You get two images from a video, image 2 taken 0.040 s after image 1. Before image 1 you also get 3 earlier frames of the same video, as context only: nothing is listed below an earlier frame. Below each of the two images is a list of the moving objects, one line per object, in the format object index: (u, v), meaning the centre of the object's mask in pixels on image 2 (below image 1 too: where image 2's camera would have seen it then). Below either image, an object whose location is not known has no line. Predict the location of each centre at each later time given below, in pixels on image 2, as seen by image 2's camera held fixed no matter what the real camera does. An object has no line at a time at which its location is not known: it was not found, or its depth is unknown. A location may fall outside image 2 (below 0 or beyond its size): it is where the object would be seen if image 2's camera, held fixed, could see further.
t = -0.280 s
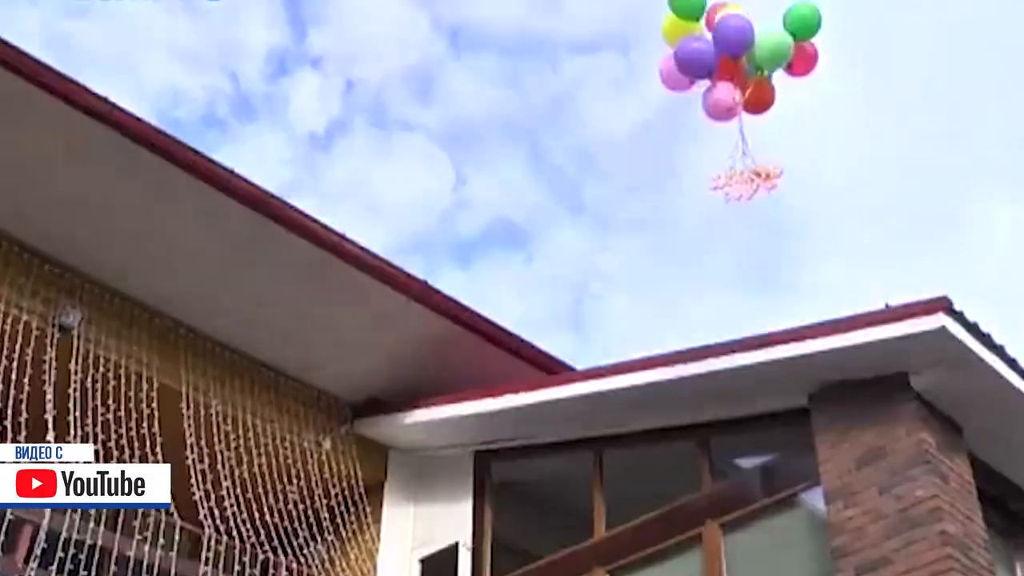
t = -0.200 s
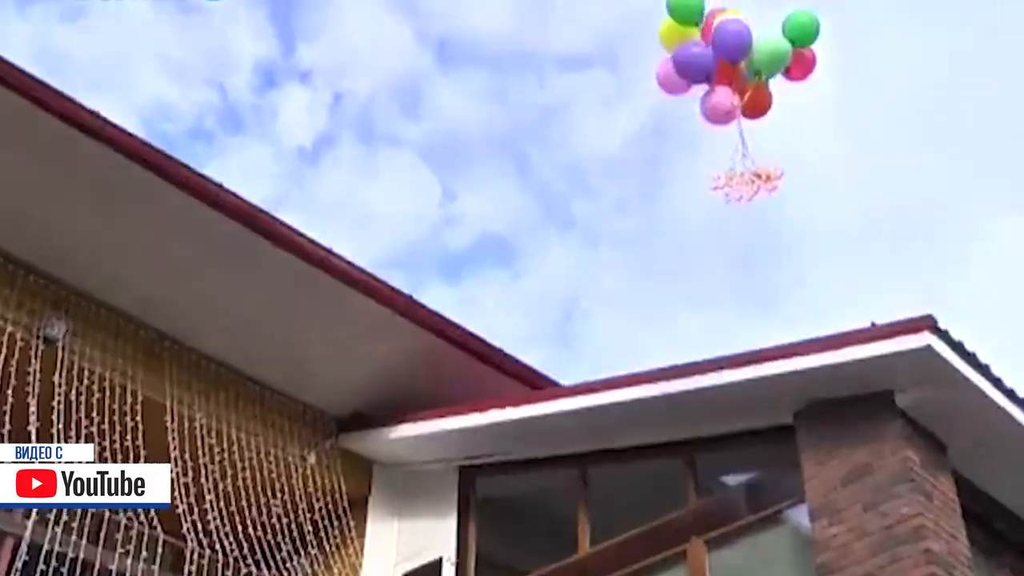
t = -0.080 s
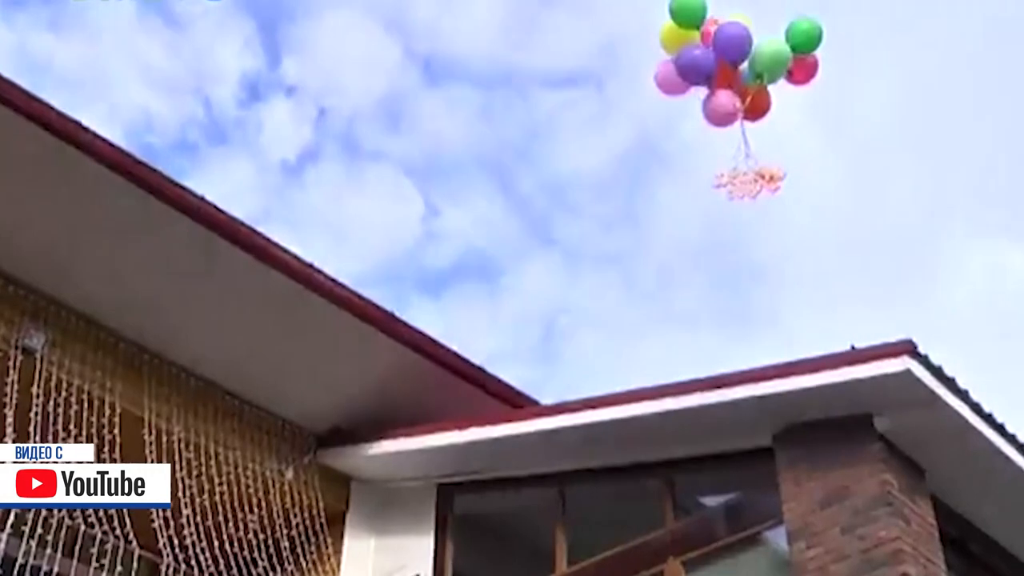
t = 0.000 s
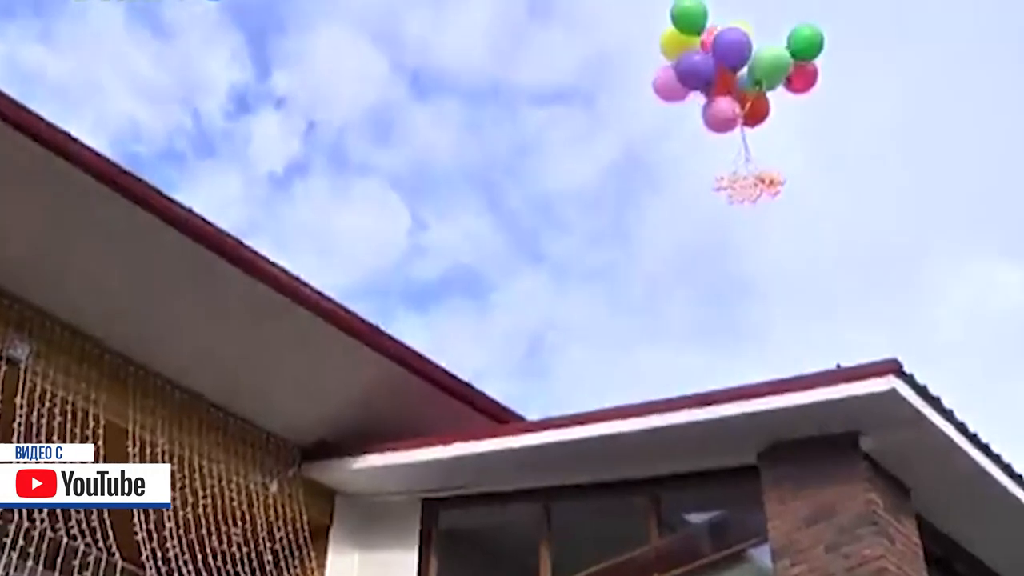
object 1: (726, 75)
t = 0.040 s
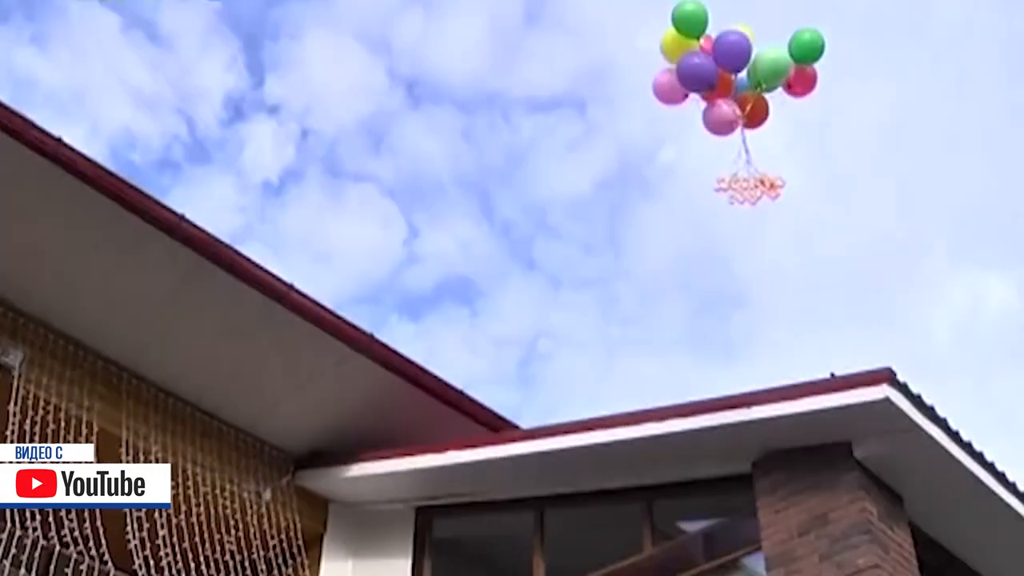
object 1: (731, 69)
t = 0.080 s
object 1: (737, 64)
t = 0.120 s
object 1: (744, 58)
